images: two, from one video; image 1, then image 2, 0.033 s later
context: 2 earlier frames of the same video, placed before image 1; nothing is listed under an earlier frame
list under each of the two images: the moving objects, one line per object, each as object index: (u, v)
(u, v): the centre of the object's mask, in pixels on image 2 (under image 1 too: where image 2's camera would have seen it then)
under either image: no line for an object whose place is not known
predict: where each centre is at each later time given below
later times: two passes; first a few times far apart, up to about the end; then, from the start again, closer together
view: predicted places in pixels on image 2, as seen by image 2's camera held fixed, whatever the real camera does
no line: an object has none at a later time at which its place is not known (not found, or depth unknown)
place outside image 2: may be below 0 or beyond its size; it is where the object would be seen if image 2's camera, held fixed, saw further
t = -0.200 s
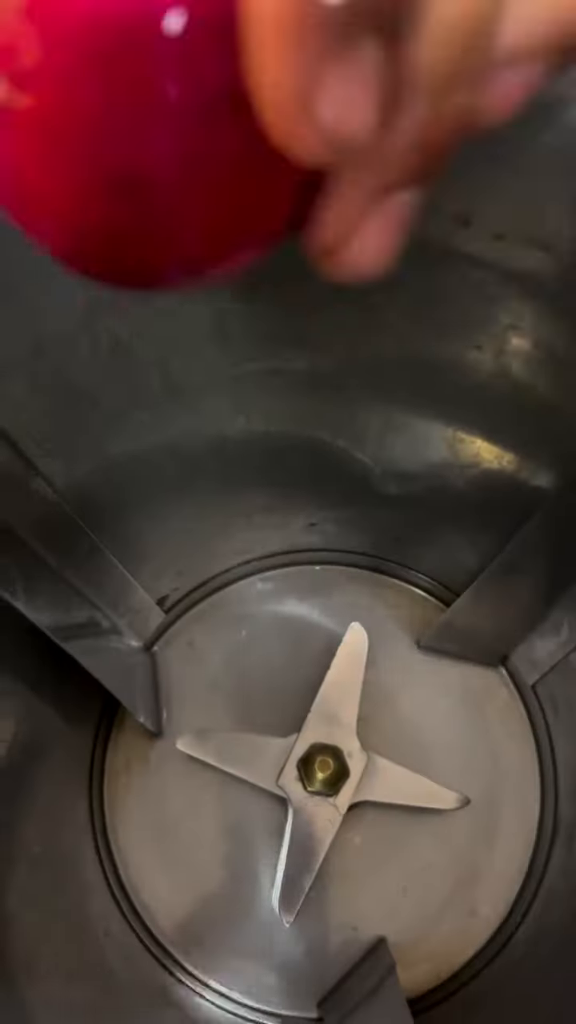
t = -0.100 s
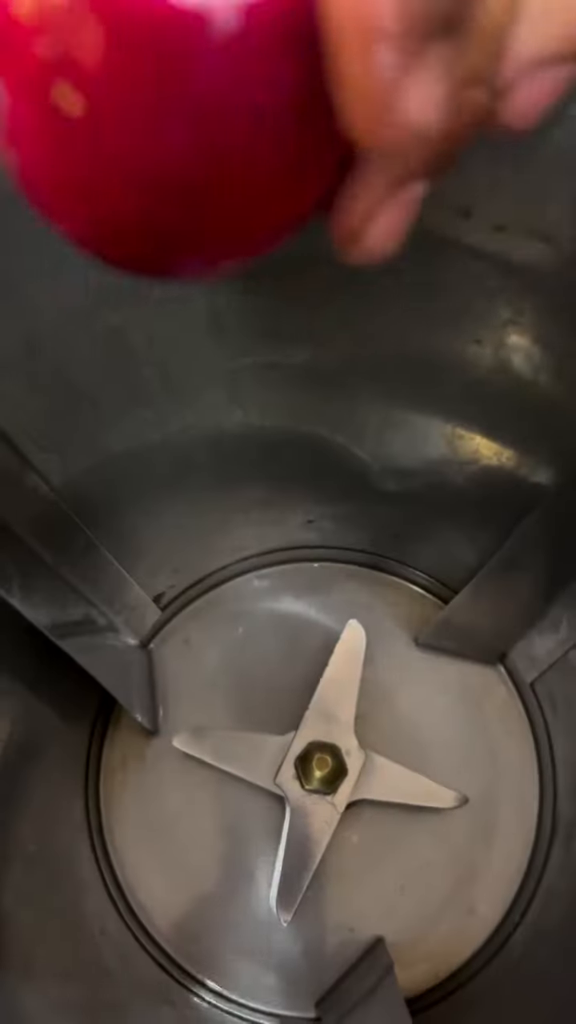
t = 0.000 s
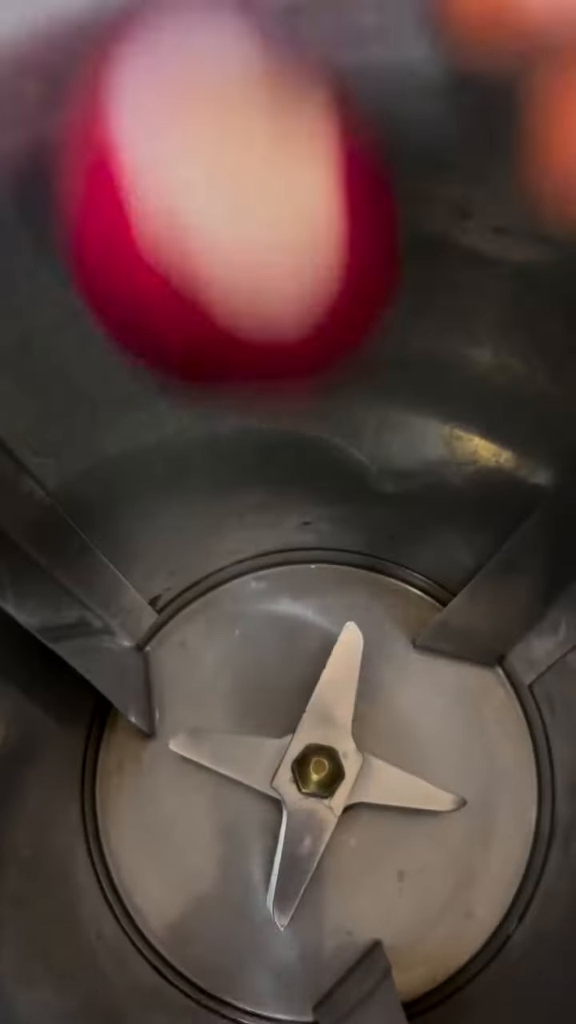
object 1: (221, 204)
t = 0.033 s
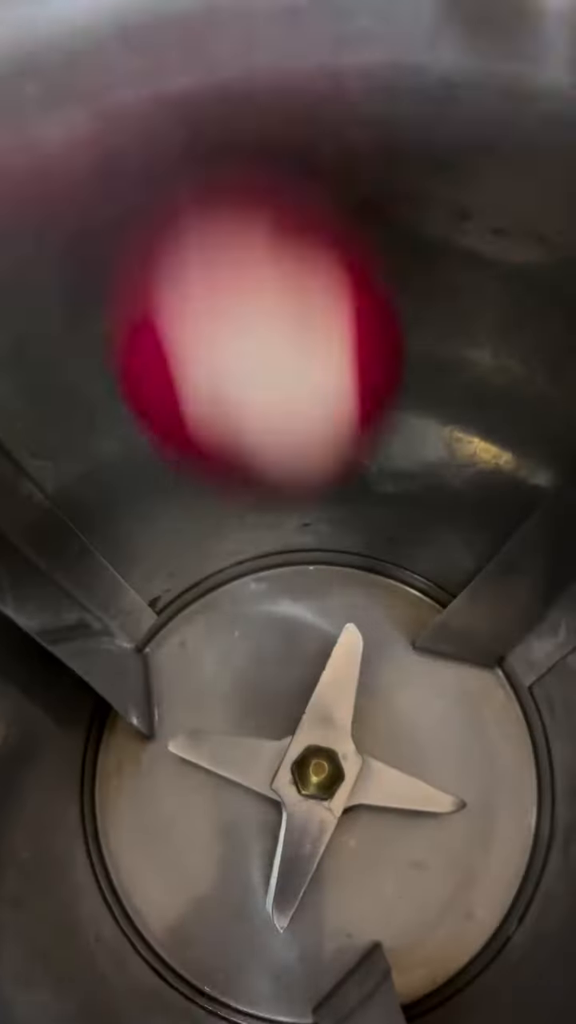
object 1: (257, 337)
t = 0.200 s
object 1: (233, 644)
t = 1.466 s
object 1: (253, 631)
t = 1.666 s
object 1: (252, 632)
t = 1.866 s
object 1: (253, 632)
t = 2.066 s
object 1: (254, 632)
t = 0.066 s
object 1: (278, 456)
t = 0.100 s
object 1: (295, 550)
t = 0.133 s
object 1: (296, 615)
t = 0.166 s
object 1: (265, 630)
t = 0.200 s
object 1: (233, 644)
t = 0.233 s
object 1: (212, 673)
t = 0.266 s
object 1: (215, 670)
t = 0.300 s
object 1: (224, 655)
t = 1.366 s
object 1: (254, 631)
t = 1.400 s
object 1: (253, 631)
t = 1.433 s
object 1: (253, 631)
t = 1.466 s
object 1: (253, 631)
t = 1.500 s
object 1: (252, 631)
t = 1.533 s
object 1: (252, 631)
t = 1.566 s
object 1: (252, 631)
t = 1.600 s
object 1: (252, 631)
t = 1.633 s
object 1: (252, 631)
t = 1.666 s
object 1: (252, 632)
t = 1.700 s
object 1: (252, 632)
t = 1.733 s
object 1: (252, 632)
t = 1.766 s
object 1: (252, 632)
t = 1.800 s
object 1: (252, 632)
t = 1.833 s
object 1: (253, 632)
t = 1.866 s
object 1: (253, 632)
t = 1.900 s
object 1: (253, 632)
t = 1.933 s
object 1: (253, 632)
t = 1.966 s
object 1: (253, 632)
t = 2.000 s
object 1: (253, 632)
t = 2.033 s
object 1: (253, 632)
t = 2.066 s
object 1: (254, 632)
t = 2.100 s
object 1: (254, 632)
